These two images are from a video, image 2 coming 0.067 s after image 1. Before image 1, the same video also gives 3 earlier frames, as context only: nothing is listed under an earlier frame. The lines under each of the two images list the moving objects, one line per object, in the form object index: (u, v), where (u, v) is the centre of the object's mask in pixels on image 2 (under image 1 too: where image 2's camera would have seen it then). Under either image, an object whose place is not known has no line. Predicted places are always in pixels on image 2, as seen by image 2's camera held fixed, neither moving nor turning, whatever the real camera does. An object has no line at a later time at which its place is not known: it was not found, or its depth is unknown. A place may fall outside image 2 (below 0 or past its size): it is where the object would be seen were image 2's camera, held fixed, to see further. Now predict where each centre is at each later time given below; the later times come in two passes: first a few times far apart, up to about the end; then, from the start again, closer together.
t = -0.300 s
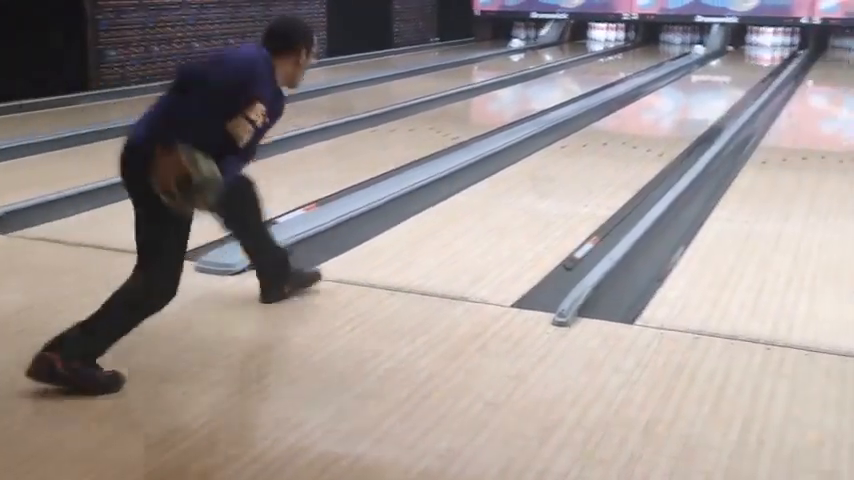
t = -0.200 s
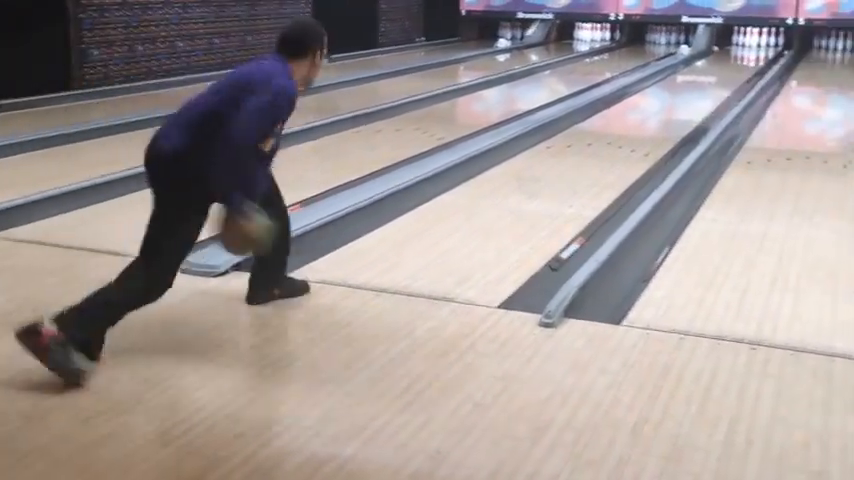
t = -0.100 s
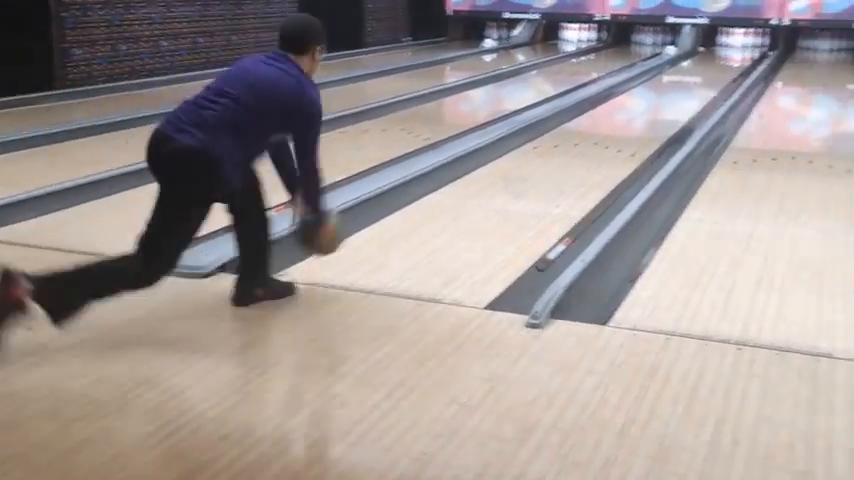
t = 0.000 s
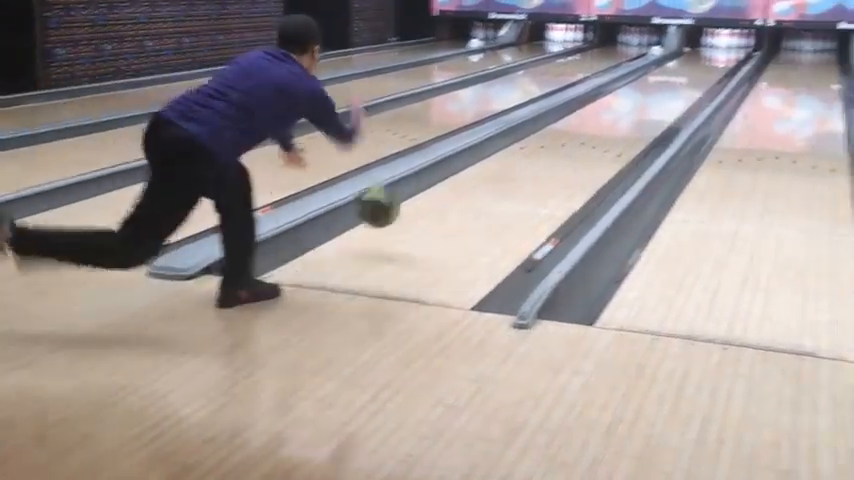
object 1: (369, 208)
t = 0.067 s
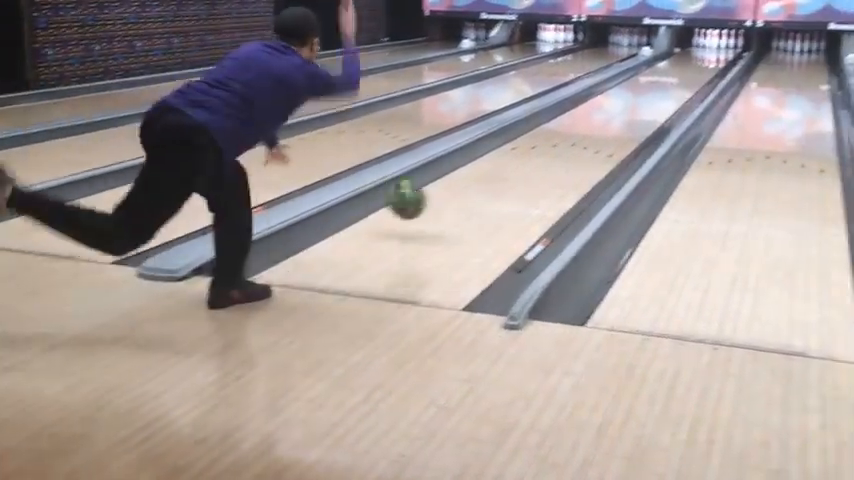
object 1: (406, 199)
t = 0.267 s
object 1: (493, 179)
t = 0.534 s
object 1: (569, 141)
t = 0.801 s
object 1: (619, 116)
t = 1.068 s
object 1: (654, 97)
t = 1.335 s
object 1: (680, 84)
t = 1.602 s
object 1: (698, 74)
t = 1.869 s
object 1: (712, 64)
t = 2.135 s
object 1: (723, 57)
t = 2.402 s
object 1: (726, 53)
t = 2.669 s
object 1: (727, 49)
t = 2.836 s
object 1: (727, 46)
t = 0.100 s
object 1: (424, 199)
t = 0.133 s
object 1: (441, 200)
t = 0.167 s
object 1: (455, 198)
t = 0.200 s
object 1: (469, 190)
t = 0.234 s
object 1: (482, 184)
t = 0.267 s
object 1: (493, 179)
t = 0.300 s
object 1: (505, 174)
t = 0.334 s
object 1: (516, 168)
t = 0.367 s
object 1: (526, 163)
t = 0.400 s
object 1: (535, 158)
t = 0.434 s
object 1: (544, 153)
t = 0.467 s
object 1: (553, 150)
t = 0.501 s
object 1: (561, 145)
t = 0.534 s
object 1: (569, 141)
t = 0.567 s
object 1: (576, 138)
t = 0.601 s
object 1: (583, 135)
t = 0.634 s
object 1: (589, 131)
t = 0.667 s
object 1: (596, 128)
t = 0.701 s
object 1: (602, 125)
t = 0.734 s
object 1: (608, 122)
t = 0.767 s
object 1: (613, 119)
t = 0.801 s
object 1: (619, 116)
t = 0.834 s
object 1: (624, 114)
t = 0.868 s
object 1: (629, 111)
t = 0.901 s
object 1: (634, 109)
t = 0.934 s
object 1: (638, 107)
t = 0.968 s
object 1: (642, 104)
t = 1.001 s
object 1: (646, 102)
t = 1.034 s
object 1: (651, 100)
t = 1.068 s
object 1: (654, 97)
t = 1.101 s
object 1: (658, 95)
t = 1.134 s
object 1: (661, 94)
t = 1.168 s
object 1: (665, 92)
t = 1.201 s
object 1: (668, 90)
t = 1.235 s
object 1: (671, 88)
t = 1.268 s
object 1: (674, 86)
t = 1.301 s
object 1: (676, 86)
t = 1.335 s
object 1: (680, 84)
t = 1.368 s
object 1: (682, 82)
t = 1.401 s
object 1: (685, 81)
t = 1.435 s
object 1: (688, 79)
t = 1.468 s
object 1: (690, 79)
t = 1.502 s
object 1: (694, 77)
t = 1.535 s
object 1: (695, 76)
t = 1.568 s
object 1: (696, 75)
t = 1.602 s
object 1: (698, 74)
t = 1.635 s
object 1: (701, 73)
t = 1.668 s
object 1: (703, 71)
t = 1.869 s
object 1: (712, 64)
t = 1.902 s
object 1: (713, 64)
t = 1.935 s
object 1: (716, 62)
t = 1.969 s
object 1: (717, 61)
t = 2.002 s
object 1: (718, 60)
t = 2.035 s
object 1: (719, 59)
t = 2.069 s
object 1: (720, 58)
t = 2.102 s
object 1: (721, 58)
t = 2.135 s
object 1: (723, 57)
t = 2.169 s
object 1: (724, 57)
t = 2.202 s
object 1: (724, 56)
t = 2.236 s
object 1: (725, 55)
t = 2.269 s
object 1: (724, 55)
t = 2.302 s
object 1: (725, 54)
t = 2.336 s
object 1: (726, 53)
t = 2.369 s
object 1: (726, 54)
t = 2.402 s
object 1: (726, 53)
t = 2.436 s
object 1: (725, 53)
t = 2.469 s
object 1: (726, 52)
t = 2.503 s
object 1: (726, 52)
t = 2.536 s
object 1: (727, 50)
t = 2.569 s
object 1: (726, 50)
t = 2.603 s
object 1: (727, 50)
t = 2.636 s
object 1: (727, 49)
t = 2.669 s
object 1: (727, 49)
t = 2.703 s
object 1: (727, 49)
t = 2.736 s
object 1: (726, 49)
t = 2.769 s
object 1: (727, 49)
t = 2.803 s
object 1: (726, 47)
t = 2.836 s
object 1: (727, 46)
